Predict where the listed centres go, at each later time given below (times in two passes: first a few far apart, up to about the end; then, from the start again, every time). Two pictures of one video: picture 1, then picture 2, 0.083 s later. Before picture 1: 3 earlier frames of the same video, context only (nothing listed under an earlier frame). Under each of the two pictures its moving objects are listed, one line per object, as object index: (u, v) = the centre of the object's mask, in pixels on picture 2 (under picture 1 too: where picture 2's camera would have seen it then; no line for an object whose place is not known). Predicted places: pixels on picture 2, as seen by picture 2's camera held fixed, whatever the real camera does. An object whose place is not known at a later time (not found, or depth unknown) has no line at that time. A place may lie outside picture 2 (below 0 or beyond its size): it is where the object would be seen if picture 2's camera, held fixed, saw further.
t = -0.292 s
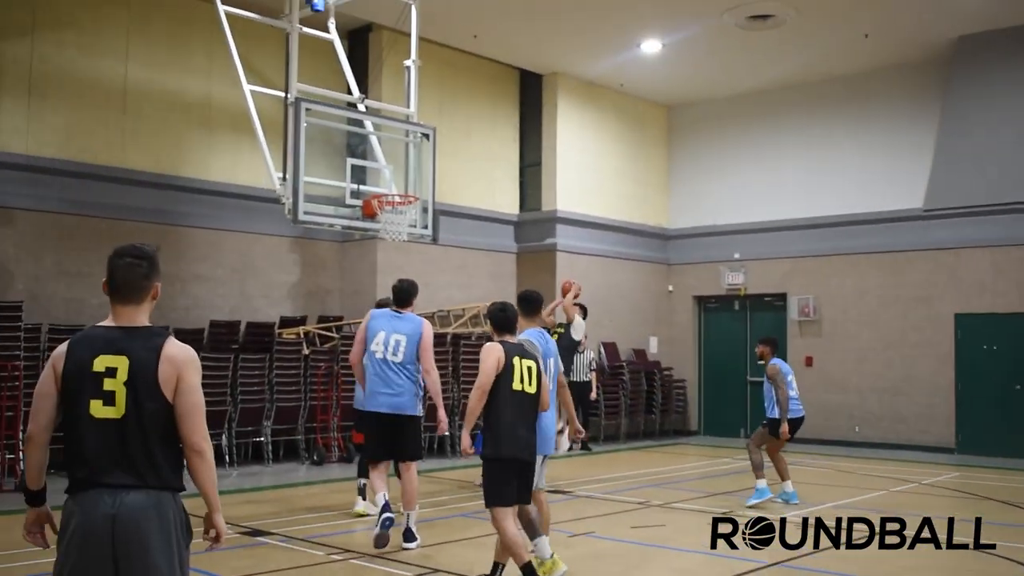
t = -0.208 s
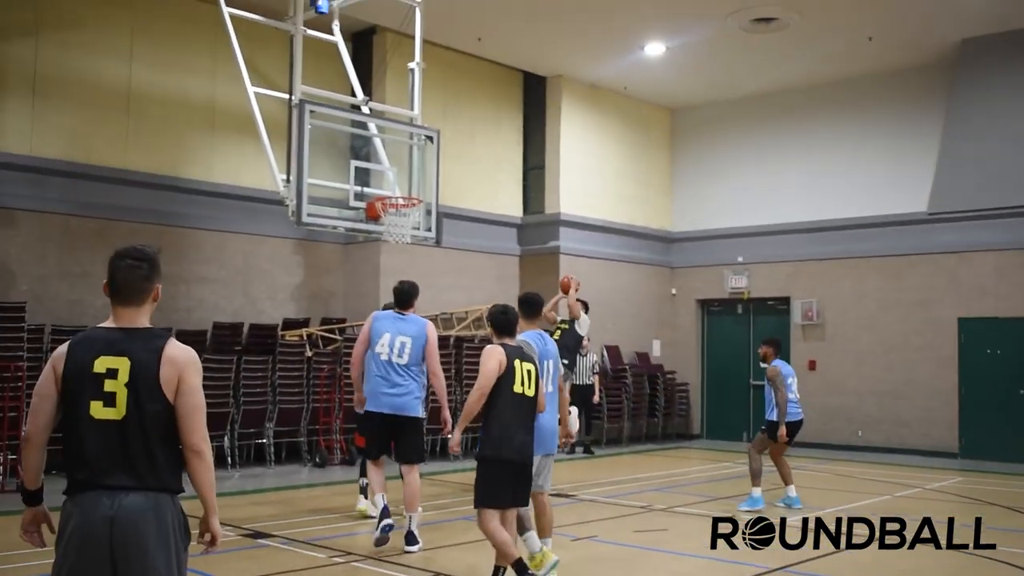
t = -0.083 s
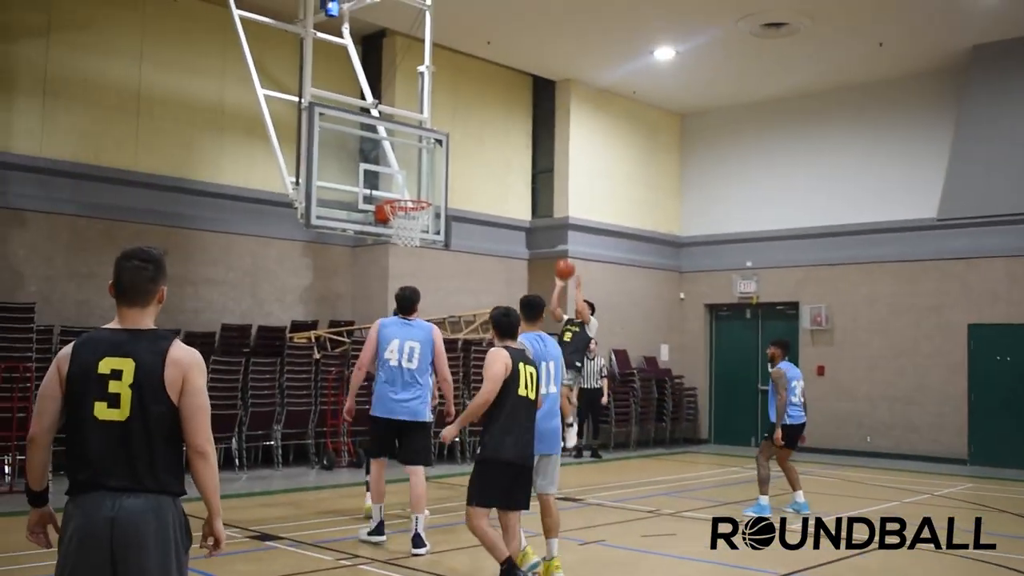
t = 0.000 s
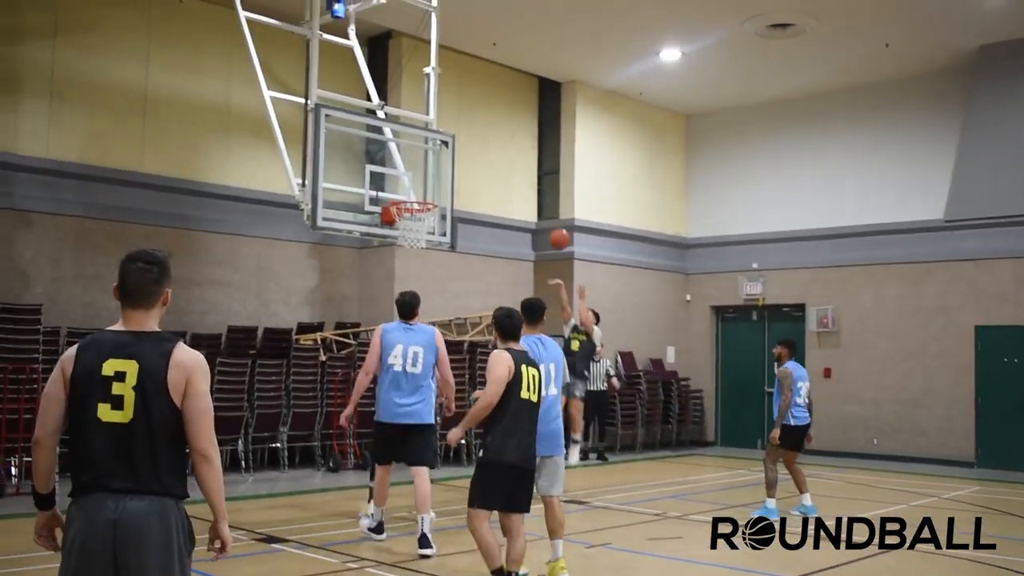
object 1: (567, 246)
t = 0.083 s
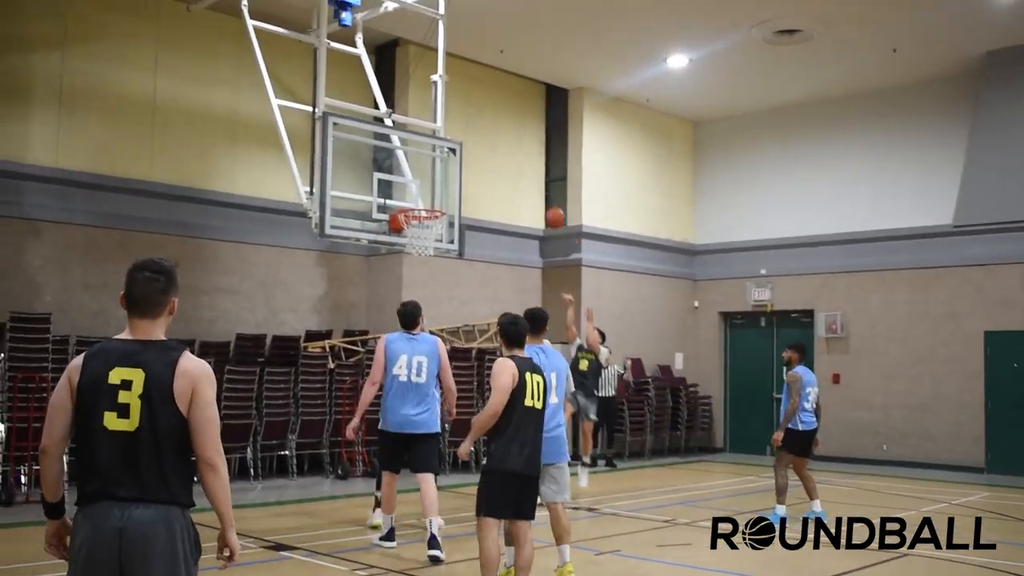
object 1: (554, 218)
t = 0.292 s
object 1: (523, 173)
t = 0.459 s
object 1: (493, 160)
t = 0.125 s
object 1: (550, 208)
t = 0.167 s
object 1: (542, 195)
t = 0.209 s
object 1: (537, 188)
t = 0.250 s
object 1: (528, 178)
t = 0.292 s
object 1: (523, 173)
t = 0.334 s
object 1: (514, 166)
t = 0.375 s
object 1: (508, 164)
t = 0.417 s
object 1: (500, 161)
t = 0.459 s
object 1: (493, 160)
